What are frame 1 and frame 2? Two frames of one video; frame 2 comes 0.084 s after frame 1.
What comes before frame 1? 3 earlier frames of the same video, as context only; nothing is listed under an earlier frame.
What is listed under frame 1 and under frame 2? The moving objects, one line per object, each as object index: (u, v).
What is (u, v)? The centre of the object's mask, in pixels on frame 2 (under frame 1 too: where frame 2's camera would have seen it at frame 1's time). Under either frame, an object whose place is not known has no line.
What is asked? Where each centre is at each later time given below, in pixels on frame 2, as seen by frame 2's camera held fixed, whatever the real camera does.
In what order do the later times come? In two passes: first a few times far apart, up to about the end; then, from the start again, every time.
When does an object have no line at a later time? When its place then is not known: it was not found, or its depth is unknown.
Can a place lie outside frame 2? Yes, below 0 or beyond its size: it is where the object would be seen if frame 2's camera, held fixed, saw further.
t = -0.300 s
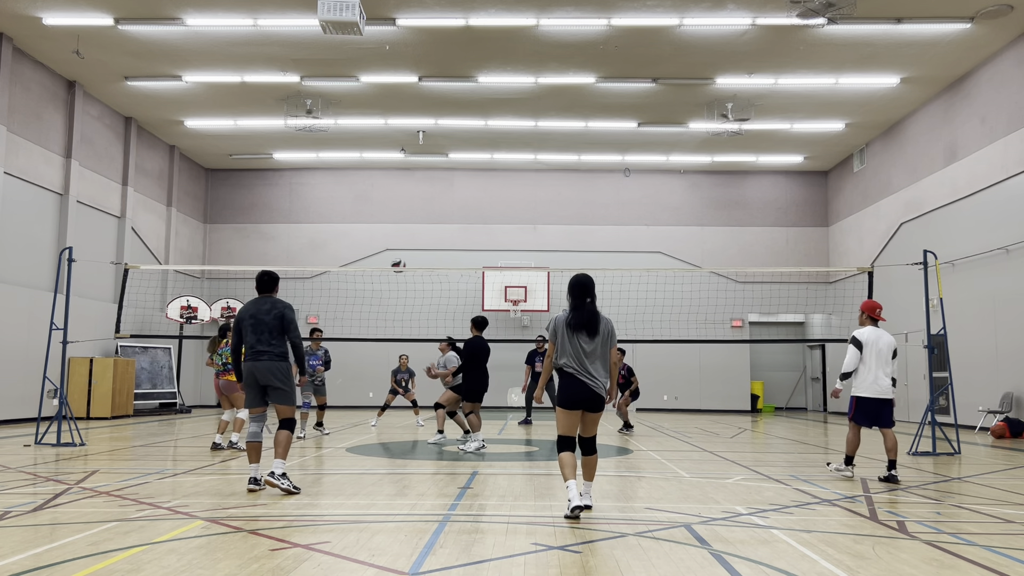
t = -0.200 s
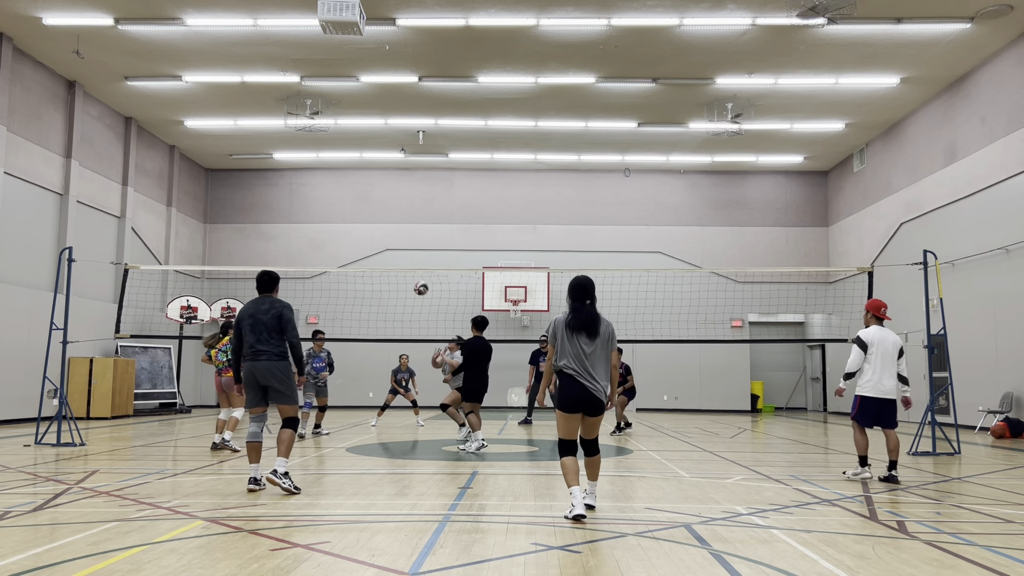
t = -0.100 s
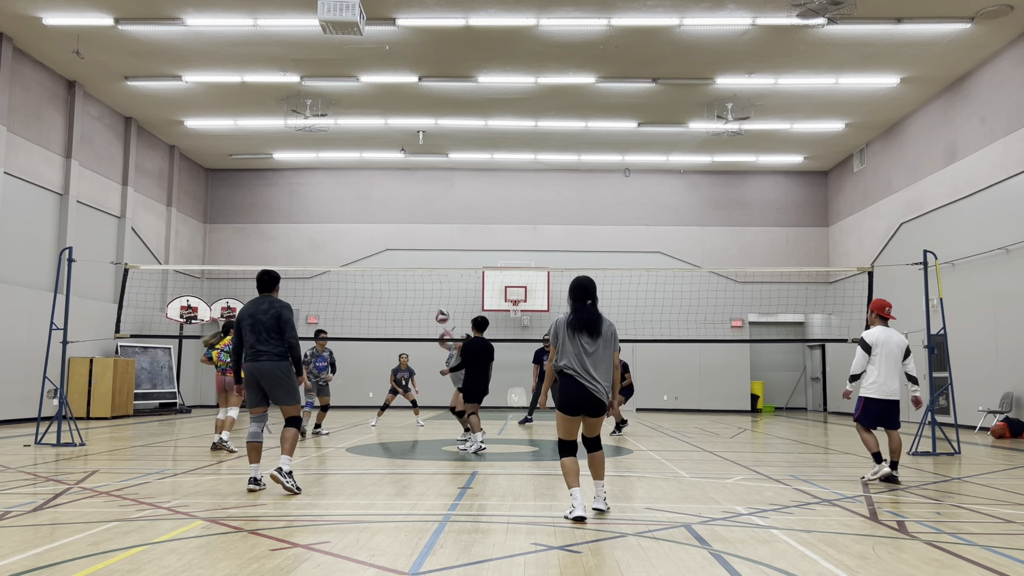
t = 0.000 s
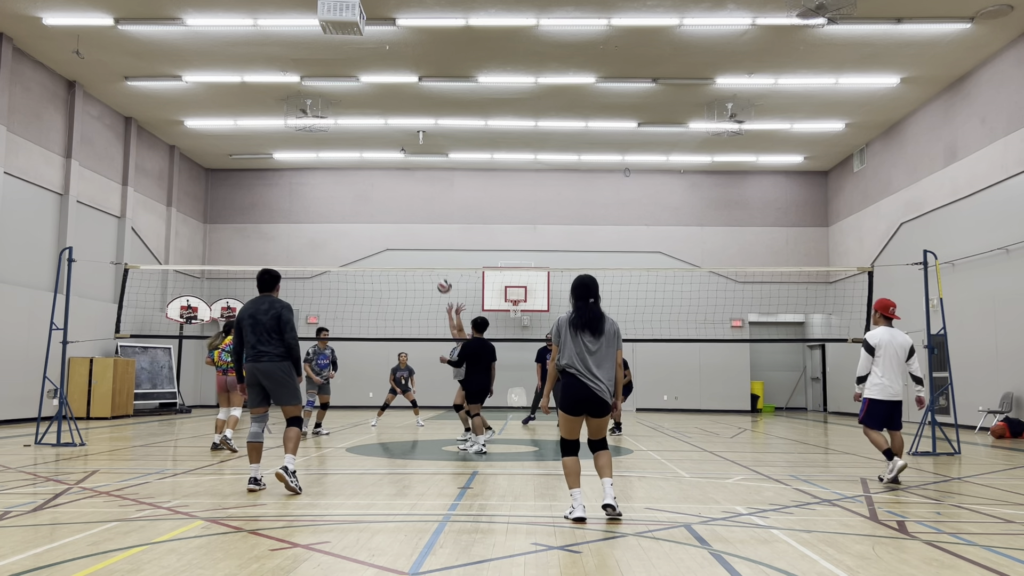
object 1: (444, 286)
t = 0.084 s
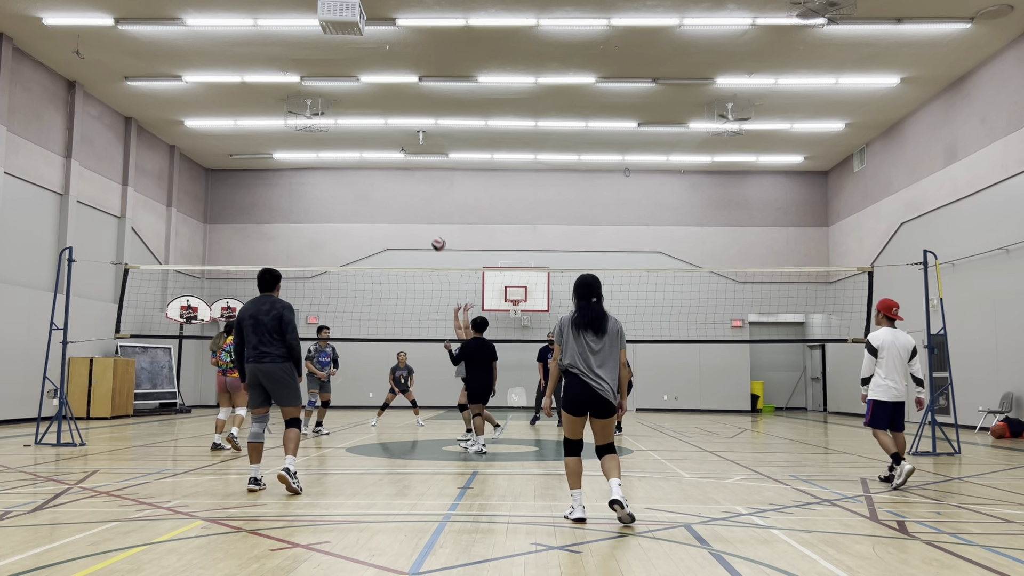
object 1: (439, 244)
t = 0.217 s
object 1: (430, 188)
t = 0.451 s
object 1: (413, 122)
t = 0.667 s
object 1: (398, 93)
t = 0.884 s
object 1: (383, 95)
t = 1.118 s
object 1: (367, 131)
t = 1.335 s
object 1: (352, 193)
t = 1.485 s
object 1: (342, 251)
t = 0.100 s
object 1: (438, 236)
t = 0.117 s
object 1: (436, 229)
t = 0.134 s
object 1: (435, 221)
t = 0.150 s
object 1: (434, 215)
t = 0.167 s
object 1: (433, 208)
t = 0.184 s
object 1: (432, 201)
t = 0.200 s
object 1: (431, 195)
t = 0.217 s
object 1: (430, 188)
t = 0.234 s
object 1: (428, 182)
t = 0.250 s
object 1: (427, 176)
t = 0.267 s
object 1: (426, 171)
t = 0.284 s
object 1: (425, 166)
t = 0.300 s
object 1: (424, 160)
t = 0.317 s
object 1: (423, 155)
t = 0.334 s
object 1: (422, 150)
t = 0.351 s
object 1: (420, 145)
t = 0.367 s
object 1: (419, 141)
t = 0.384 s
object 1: (418, 137)
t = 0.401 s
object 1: (417, 133)
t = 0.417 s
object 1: (416, 129)
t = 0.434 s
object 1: (414, 126)
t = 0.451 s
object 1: (413, 122)
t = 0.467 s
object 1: (412, 118)
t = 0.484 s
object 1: (411, 115)
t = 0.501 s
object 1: (410, 112)
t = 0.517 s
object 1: (409, 110)
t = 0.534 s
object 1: (408, 107)
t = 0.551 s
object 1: (406, 105)
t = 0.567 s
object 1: (405, 103)
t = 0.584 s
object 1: (404, 101)
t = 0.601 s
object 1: (403, 99)
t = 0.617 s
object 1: (402, 97)
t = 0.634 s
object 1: (401, 96)
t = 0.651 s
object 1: (400, 95)
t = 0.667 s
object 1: (398, 93)
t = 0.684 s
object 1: (397, 92)
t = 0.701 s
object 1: (396, 92)
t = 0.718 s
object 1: (395, 91)
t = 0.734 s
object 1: (394, 91)
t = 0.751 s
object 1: (392, 91)
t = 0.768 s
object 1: (391, 91)
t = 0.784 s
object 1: (390, 91)
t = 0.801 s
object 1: (389, 91)
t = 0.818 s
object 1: (388, 92)
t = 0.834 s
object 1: (386, 92)
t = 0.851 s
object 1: (385, 93)
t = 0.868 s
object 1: (384, 94)
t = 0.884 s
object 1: (383, 95)
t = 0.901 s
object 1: (382, 97)
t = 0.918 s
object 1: (381, 98)
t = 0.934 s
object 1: (380, 100)
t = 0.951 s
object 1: (378, 102)
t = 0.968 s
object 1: (377, 104)
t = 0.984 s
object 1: (376, 106)
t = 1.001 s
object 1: (375, 109)
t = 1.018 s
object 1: (374, 111)
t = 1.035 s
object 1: (372, 113)
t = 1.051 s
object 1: (371, 117)
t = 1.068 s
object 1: (370, 120)
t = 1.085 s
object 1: (369, 124)
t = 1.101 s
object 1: (368, 127)
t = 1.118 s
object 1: (367, 131)
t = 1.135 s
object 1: (366, 134)
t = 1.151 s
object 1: (365, 138)
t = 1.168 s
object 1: (363, 142)
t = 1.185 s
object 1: (362, 146)
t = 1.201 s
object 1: (361, 150)
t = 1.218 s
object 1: (360, 155)
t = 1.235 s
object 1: (359, 161)
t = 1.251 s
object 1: (357, 166)
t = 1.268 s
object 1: (356, 170)
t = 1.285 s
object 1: (355, 176)
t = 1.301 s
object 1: (354, 181)
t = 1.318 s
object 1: (353, 187)
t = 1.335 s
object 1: (352, 193)
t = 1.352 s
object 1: (351, 198)
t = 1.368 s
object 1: (350, 204)
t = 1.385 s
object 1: (349, 211)
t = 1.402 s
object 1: (348, 217)
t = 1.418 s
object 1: (346, 223)
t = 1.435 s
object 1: (345, 230)
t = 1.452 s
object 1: (344, 237)
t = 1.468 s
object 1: (343, 244)
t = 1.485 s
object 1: (342, 251)
